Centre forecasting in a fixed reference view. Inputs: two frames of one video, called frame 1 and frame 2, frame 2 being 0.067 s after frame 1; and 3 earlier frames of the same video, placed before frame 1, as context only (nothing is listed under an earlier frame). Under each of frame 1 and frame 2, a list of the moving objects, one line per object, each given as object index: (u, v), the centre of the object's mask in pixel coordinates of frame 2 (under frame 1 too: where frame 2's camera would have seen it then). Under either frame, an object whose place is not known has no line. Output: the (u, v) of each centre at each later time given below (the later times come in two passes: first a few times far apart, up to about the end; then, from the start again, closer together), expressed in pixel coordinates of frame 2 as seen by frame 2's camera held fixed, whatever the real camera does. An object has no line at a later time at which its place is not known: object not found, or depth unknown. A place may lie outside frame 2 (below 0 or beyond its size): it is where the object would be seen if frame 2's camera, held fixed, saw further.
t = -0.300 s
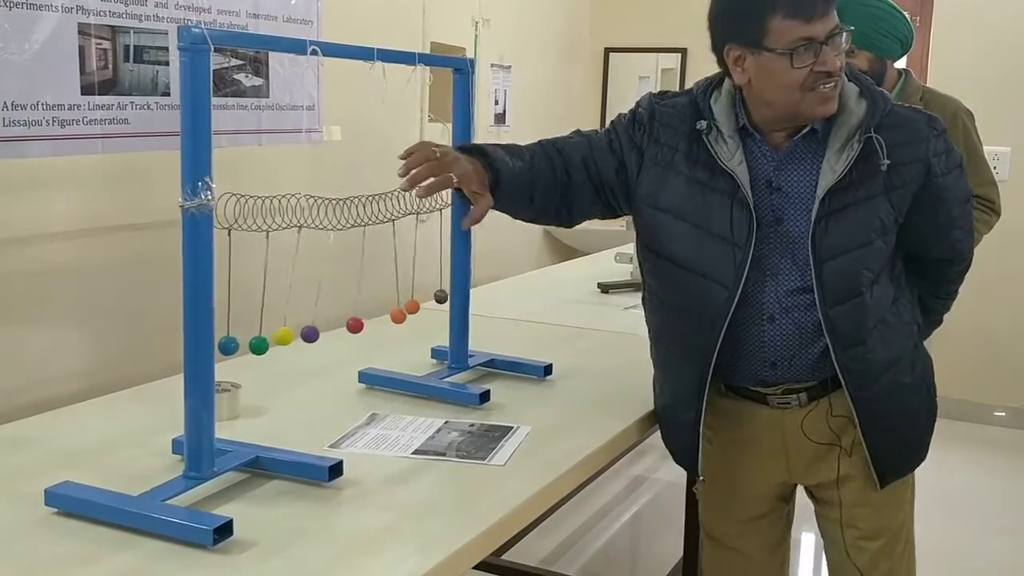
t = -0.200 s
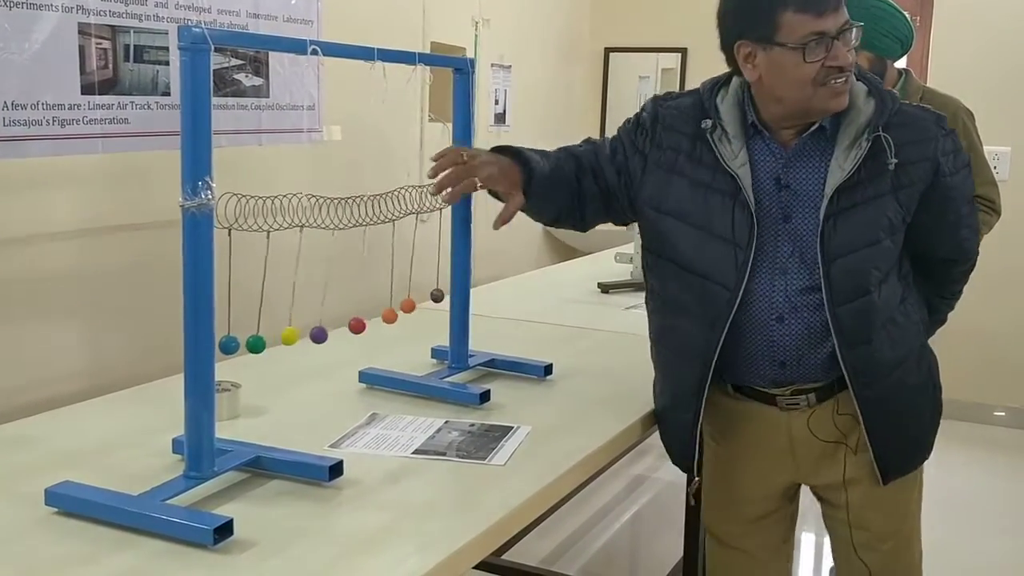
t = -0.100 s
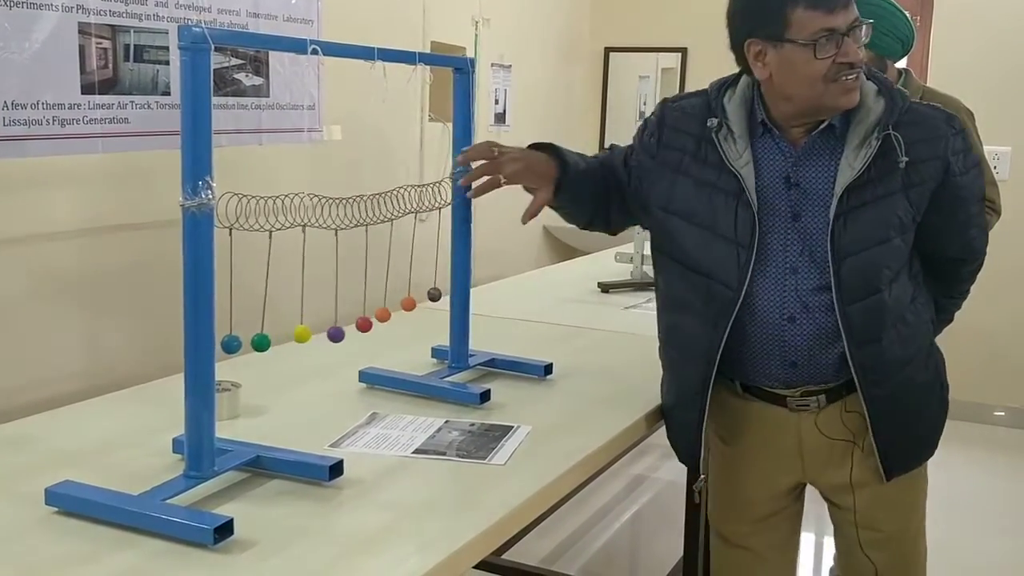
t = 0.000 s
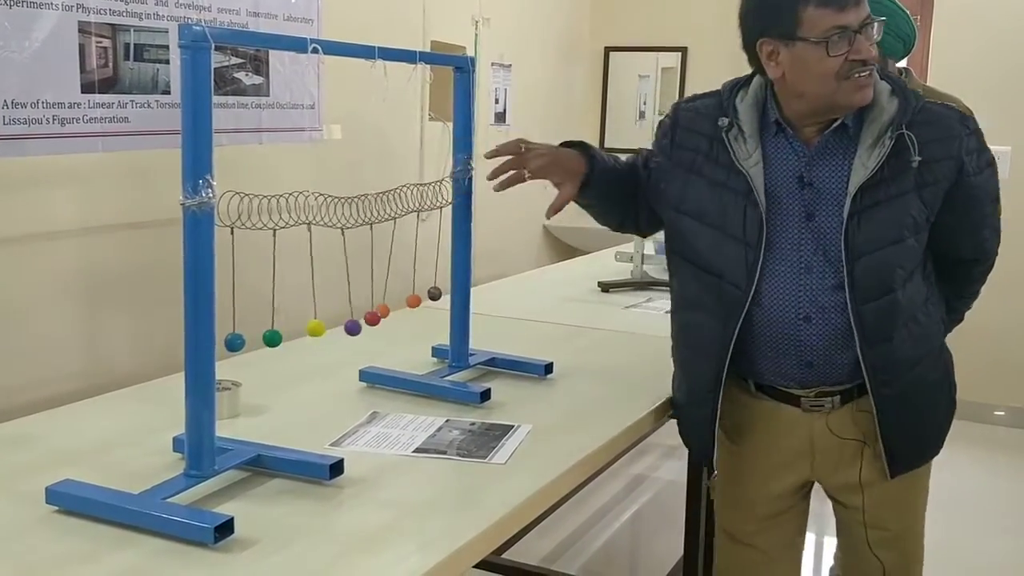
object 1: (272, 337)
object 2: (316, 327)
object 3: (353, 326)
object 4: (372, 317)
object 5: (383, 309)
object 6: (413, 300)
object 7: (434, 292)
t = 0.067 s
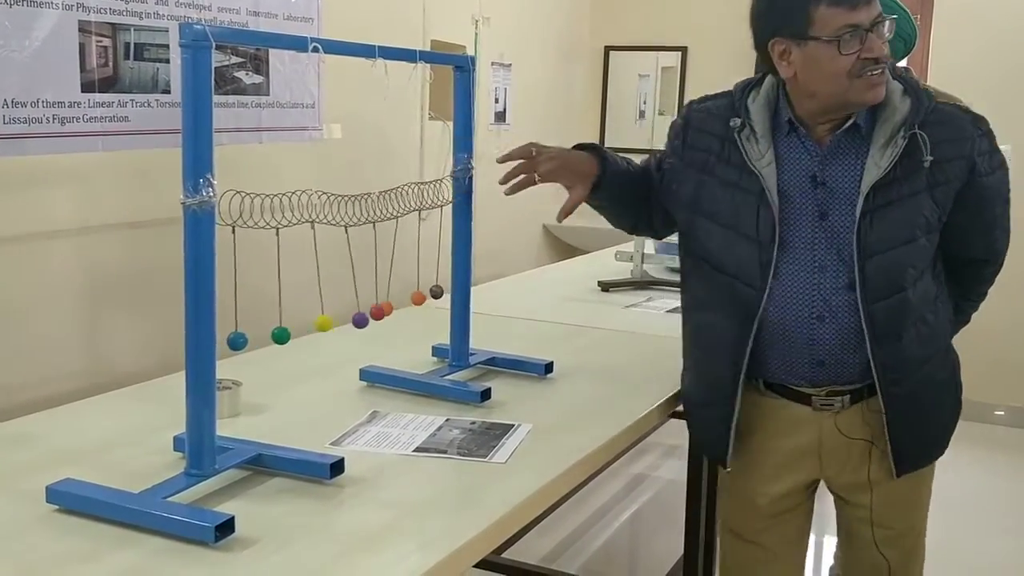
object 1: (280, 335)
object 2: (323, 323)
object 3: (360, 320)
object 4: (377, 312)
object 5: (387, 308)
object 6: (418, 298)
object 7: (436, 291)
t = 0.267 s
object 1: (293, 334)
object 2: (324, 321)
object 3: (354, 319)
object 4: (382, 310)
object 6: (429, 296)
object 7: (445, 292)
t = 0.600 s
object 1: (261, 341)
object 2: (292, 333)
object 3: (324, 333)
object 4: (364, 324)
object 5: (401, 314)
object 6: (416, 303)
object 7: (442, 293)
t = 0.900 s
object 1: (274, 339)
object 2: (312, 330)
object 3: (348, 329)
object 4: (366, 321)
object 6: (413, 302)
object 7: (435, 293)
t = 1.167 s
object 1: (293, 334)
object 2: (326, 320)
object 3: (348, 319)
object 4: (381, 310)
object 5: (414, 299)
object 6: (427, 296)
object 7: (447, 291)
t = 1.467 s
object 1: (266, 339)
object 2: (301, 332)
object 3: (339, 332)
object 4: (375, 322)
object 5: (408, 311)
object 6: (423, 301)
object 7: (444, 292)
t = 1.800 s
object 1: (276, 340)
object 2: (309, 332)
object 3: (340, 332)
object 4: (359, 323)
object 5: (371, 311)
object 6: (411, 303)
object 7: (435, 294)
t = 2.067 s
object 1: (288, 336)
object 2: (320, 321)
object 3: (340, 322)
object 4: (377, 313)
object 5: (416, 300)
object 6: (426, 297)
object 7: (446, 291)
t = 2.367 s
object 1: (267, 337)
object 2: (307, 330)
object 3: (350, 329)
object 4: (382, 318)
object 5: (402, 311)
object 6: (431, 296)
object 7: (443, 291)
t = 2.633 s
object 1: (276, 342)
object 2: (307, 334)
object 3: (339, 333)
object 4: (358, 323)
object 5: (374, 312)
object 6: (407, 303)
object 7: (436, 294)
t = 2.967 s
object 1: (280, 338)
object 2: (312, 326)
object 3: (334, 326)
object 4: (372, 317)
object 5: (411, 304)
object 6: (422, 298)
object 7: (445, 292)
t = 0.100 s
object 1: (285, 334)
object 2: (326, 321)
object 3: (362, 316)
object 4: (379, 310)
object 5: (390, 307)
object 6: (421, 297)
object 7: (438, 291)
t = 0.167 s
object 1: (290, 333)
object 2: (329, 319)
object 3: (362, 316)
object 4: (382, 308)
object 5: (395, 305)
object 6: (425, 296)
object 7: (441, 291)
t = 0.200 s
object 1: (292, 333)
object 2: (329, 319)
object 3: (360, 317)
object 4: (383, 308)
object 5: (399, 304)
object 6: (427, 296)
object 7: (442, 291)
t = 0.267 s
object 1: (293, 334)
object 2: (324, 321)
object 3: (354, 319)
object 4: (382, 310)
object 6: (429, 296)
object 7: (445, 292)
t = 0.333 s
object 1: (290, 337)
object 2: (320, 324)
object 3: (345, 324)
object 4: (380, 314)
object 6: (430, 298)
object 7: (447, 291)
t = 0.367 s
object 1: (287, 337)
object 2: (315, 326)
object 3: (341, 327)
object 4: (379, 316)
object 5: (415, 303)
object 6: (429, 298)
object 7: (448, 291)
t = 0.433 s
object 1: (279, 339)
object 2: (307, 330)
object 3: (332, 330)
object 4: (375, 321)
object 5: (416, 306)
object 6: (428, 301)
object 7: (448, 292)
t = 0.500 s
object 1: (271, 342)
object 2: (299, 332)
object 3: (326, 332)
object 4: (370, 323)
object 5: (413, 310)
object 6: (423, 302)
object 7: (447, 292)
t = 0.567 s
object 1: (264, 341)
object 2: (294, 333)
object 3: (324, 333)
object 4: (366, 324)
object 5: (406, 313)
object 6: (418, 303)
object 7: (444, 293)
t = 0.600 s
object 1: (261, 341)
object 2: (292, 333)
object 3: (324, 333)
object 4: (364, 324)
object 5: (401, 314)
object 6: (416, 303)
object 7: (442, 293)
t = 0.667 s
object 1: (258, 342)
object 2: (292, 333)
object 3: (328, 332)
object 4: (362, 323)
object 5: (391, 314)
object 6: (413, 303)
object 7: (439, 293)
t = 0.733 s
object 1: (259, 340)
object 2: (295, 333)
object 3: (334, 333)
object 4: (361, 323)
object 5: (382, 313)
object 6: (411, 303)
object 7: (436, 293)
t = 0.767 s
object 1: (260, 340)
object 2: (297, 333)
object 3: (337, 334)
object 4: (361, 323)
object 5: (379, 312)
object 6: (410, 303)
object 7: (435, 293)
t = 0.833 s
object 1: (266, 341)
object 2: (305, 333)
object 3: (343, 332)
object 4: (363, 323)
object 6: (411, 302)
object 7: (434, 293)
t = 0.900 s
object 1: (274, 339)
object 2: (312, 330)
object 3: (348, 329)
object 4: (366, 321)
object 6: (413, 302)
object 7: (435, 293)
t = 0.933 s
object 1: (279, 338)
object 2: (316, 329)
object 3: (350, 328)
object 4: (367, 319)
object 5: (378, 309)
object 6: (415, 301)
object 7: (436, 293)
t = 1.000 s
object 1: (287, 337)
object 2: (322, 325)
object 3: (353, 323)
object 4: (372, 315)
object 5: (387, 309)
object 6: (419, 299)
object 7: (439, 292)
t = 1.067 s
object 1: (292, 335)
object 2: (326, 321)
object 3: (352, 319)
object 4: (377, 311)
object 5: (398, 306)
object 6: (423, 297)
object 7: (443, 292)
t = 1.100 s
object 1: (293, 334)
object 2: (326, 319)
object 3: (351, 319)
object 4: (379, 310)
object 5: (404, 303)
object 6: (425, 297)
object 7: (445, 291)
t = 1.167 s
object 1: (293, 334)
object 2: (326, 320)
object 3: (348, 319)
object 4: (381, 310)
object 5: (414, 299)
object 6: (427, 296)
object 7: (447, 291)
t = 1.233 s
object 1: (290, 336)
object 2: (322, 321)
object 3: (345, 321)
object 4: (383, 311)
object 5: (421, 296)
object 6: (431, 297)
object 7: (448, 291)
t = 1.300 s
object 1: (283, 336)
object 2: (317, 324)
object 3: (342, 325)
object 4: (383, 314)
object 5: (422, 297)
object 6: (431, 297)
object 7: (448, 291)
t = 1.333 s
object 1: (279, 337)
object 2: (313, 326)
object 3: (341, 327)
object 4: (382, 316)
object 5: (421, 299)
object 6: (430, 298)
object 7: (448, 291)
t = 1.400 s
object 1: (272, 339)
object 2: (306, 329)
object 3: (339, 330)
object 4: (379, 320)
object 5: (418, 306)
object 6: (428, 299)
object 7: (447, 291)
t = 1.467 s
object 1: (266, 339)
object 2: (301, 332)
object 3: (339, 332)
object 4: (375, 322)
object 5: (408, 311)
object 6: (423, 301)
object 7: (444, 292)
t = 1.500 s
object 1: (264, 339)
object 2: (299, 332)
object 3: (339, 333)
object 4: (373, 323)
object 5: (402, 313)
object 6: (421, 302)
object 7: (442, 292)
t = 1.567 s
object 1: (261, 341)
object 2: (297, 333)
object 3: (339, 333)
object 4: (368, 323)
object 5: (388, 314)
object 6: (417, 303)
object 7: (439, 293)
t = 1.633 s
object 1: (262, 340)
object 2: (298, 333)
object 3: (340, 333)
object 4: (363, 323)
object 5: (377, 311)
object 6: (414, 303)
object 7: (436, 293)
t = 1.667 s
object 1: (264, 340)
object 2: (299, 333)
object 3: (340, 333)
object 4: (361, 323)
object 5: (373, 310)
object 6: (413, 303)
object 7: (435, 294)
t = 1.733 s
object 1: (269, 342)
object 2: (304, 333)
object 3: (340, 333)
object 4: (359, 323)
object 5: (369, 309)
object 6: (411, 303)
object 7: (435, 293)
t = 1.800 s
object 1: (276, 340)
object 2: (309, 332)
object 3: (340, 332)
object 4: (359, 323)
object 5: (371, 311)
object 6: (411, 303)
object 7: (435, 294)
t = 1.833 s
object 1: (279, 339)
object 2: (312, 332)
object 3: (340, 331)
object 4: (360, 322)
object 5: (374, 312)
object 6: (411, 303)
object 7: (436, 294)
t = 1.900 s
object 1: (285, 340)
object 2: (316, 328)
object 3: (339, 329)
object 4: (363, 320)
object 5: (384, 311)
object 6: (414, 301)
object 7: (439, 293)
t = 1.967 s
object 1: (288, 337)
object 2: (319, 325)
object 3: (339, 326)
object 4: (369, 317)
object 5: (398, 309)
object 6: (417, 300)
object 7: (442, 292)
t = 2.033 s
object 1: (289, 336)
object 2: (320, 322)
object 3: (340, 323)
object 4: (374, 314)
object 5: (410, 302)
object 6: (423, 298)
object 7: (445, 292)
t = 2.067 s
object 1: (288, 336)
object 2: (320, 321)
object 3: (340, 322)
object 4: (377, 313)
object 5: (416, 300)
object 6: (426, 297)
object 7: (446, 291)
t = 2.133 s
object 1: (285, 335)
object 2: (320, 320)
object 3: (344, 320)
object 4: (383, 311)
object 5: (421, 296)
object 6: (430, 295)
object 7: (447, 290)
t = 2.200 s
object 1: (278, 335)
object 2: (314, 322)
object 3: (345, 322)
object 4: (385, 311)
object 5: (421, 297)
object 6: (433, 293)
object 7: (448, 290)
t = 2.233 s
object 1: (276, 336)
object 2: (314, 323)
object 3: (347, 323)
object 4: (386, 311)
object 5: (420, 299)
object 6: (432, 293)
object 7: (447, 290)
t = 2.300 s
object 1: (270, 337)
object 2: (309, 326)
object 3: (349, 324)
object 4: (385, 315)
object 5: (413, 306)
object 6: (433, 294)
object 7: (446, 290)
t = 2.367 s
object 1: (267, 337)
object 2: (307, 330)
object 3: (350, 329)
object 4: (382, 318)
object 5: (402, 311)
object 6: (431, 296)
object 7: (443, 291)
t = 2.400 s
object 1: (266, 338)
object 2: (306, 331)
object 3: (350, 330)
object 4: (380, 320)
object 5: (397, 312)
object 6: (428, 298)
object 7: (442, 291)
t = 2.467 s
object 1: (266, 340)
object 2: (304, 332)
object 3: (349, 331)
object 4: (374, 323)
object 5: (387, 314)
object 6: (423, 301)
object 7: (439, 293)
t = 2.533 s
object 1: (269, 341)
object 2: (304, 333)
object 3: (346, 333)
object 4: (367, 324)
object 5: (378, 312)
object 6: (416, 303)
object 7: (437, 293)
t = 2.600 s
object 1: (273, 341)
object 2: (306, 333)
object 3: (341, 334)
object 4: (360, 324)
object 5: (374, 311)
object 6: (410, 303)
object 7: (436, 294)
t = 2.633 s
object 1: (276, 342)
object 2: (307, 334)
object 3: (339, 333)
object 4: (358, 323)
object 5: (374, 312)
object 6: (407, 303)
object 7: (436, 294)
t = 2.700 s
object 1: (280, 342)
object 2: (308, 333)
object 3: (334, 334)
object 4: (355, 323)
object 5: (378, 313)
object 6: (405, 302)
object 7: (436, 294)
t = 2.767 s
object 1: (283, 341)
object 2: (311, 332)
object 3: (330, 333)
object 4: (355, 323)
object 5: (385, 313)
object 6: (405, 302)
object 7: (438, 294)
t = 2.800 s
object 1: (284, 341)
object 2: (311, 331)
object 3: (329, 331)
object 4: (356, 323)
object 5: (390, 313)
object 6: (406, 302)
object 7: (439, 294)
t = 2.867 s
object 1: (284, 340)
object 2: (312, 330)
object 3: (329, 331)
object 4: (361, 321)
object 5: (400, 311)
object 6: (412, 302)
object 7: (442, 293)
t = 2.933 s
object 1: (281, 338)
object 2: (312, 327)
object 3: (331, 328)
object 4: (368, 319)
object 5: (408, 306)
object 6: (419, 300)
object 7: (444, 292)
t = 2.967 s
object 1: (280, 338)
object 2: (312, 326)
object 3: (334, 326)
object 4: (372, 317)
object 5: (411, 304)
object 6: (422, 298)
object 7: (445, 292)
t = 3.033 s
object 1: (276, 337)
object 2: (311, 324)
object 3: (341, 323)
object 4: (380, 313)
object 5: (416, 301)
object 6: (430, 295)
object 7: (447, 290)
